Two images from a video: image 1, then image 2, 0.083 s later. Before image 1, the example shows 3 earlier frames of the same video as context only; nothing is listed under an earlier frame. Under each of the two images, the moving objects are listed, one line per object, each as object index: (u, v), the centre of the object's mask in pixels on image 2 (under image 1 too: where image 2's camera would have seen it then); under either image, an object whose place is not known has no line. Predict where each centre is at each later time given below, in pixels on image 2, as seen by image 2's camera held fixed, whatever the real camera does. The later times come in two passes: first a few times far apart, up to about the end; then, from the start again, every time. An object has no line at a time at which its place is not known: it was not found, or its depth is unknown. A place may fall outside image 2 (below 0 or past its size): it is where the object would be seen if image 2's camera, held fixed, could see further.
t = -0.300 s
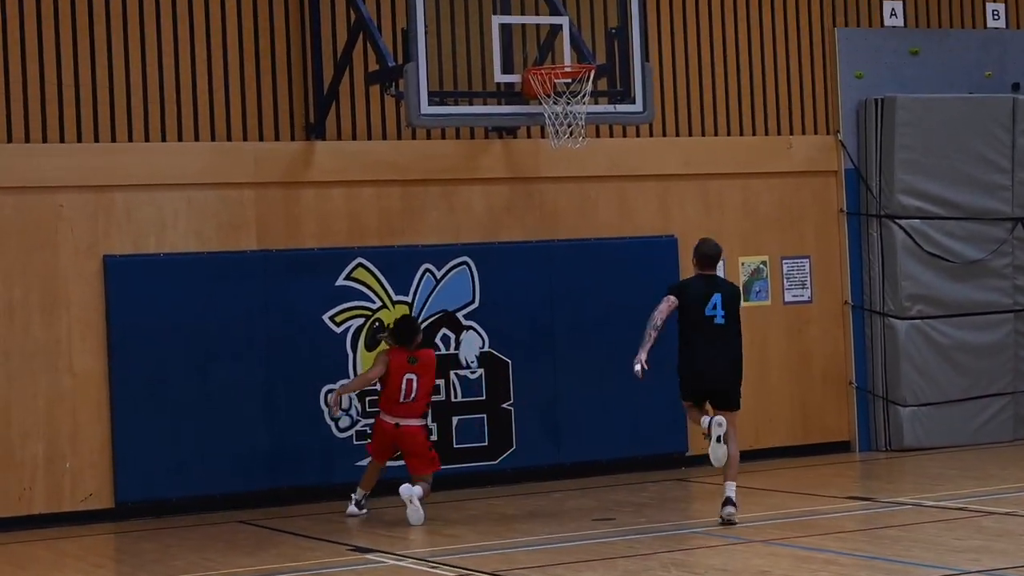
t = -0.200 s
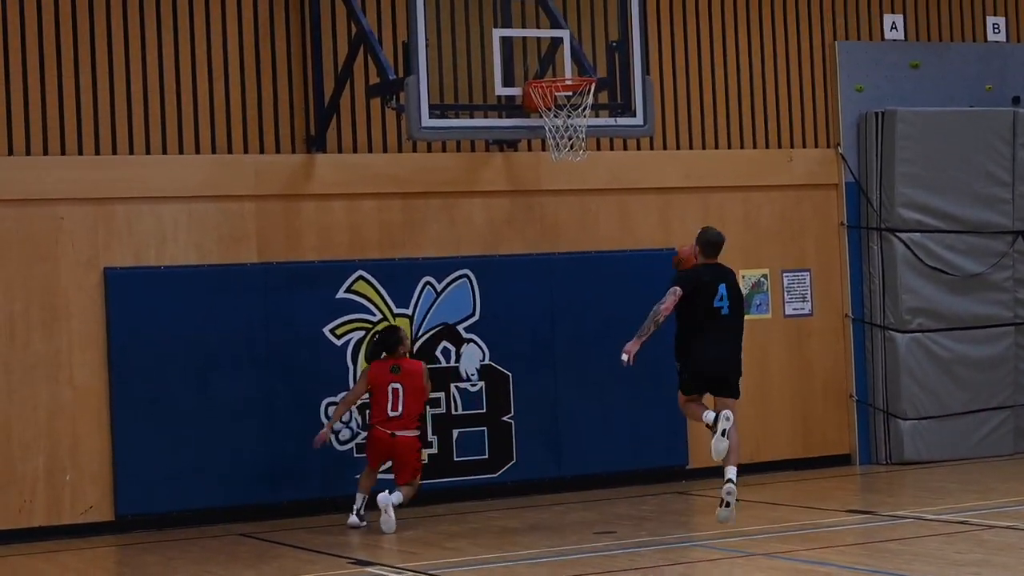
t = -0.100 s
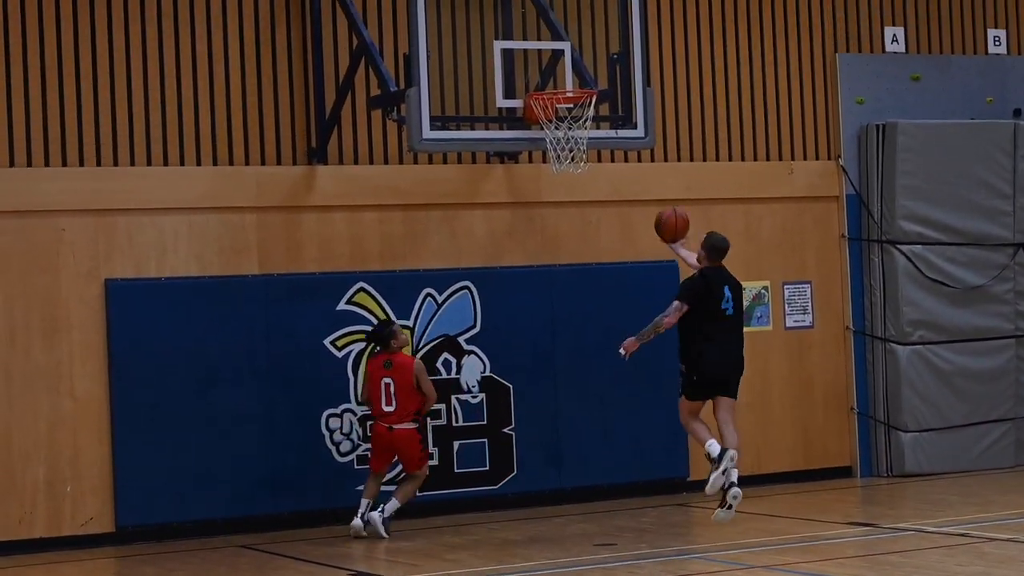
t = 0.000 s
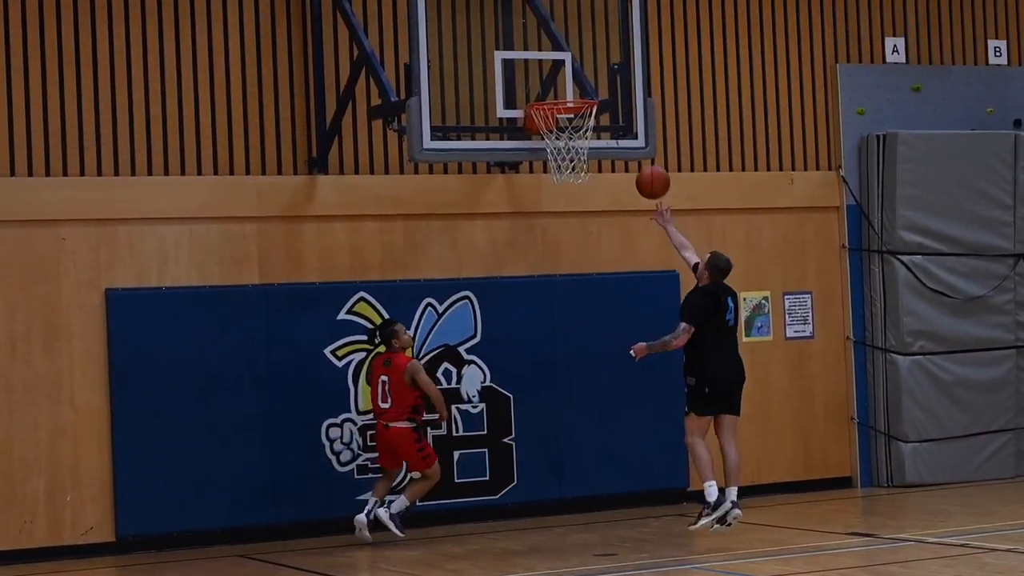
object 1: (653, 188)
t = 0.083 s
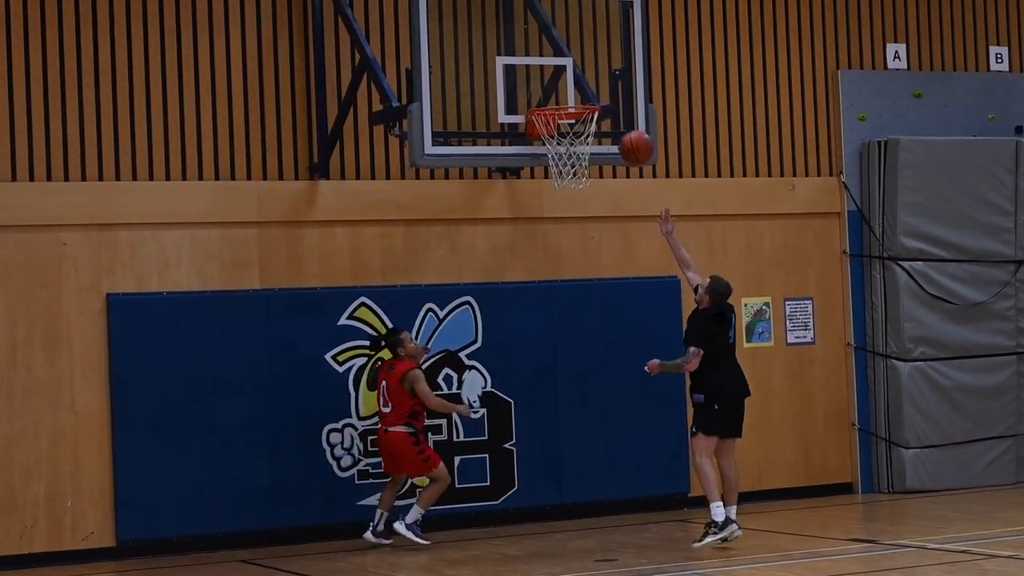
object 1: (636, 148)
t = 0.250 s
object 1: (603, 96)
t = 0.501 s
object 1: (579, 81)
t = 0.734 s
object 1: (572, 137)
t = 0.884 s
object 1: (571, 205)
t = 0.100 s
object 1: (633, 141)
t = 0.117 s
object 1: (629, 134)
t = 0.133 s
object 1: (626, 128)
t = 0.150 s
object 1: (623, 122)
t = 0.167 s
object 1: (619, 117)
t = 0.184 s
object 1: (616, 113)
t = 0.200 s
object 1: (614, 108)
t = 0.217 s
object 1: (611, 104)
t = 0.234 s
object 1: (607, 100)
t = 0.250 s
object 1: (603, 96)
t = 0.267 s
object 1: (599, 94)
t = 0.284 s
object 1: (596, 91)
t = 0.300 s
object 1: (593, 90)
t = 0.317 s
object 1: (590, 88)
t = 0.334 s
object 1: (586, 87)
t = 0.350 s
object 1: (585, 85)
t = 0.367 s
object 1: (584, 83)
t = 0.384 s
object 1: (584, 81)
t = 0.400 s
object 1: (583, 80)
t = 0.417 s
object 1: (582, 79)
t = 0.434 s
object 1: (582, 79)
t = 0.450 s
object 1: (581, 79)
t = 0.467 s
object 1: (580, 79)
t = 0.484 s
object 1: (580, 80)
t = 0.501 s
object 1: (579, 81)
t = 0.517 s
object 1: (578, 82)
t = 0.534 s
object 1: (577, 84)
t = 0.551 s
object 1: (577, 86)
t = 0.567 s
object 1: (576, 89)
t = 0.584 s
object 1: (576, 91)
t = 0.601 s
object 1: (576, 93)
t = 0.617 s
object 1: (576, 95)
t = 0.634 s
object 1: (576, 97)
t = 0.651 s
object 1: (575, 107)
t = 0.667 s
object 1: (573, 114)
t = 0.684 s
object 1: (572, 121)
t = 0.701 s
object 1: (572, 123)
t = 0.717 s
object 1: (572, 129)
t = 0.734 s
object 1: (572, 137)
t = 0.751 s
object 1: (572, 144)
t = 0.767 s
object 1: (571, 152)
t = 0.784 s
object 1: (572, 158)
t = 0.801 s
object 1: (571, 166)
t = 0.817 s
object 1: (571, 173)
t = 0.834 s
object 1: (571, 183)
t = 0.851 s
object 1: (571, 189)
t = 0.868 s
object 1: (571, 195)
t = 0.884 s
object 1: (571, 205)
